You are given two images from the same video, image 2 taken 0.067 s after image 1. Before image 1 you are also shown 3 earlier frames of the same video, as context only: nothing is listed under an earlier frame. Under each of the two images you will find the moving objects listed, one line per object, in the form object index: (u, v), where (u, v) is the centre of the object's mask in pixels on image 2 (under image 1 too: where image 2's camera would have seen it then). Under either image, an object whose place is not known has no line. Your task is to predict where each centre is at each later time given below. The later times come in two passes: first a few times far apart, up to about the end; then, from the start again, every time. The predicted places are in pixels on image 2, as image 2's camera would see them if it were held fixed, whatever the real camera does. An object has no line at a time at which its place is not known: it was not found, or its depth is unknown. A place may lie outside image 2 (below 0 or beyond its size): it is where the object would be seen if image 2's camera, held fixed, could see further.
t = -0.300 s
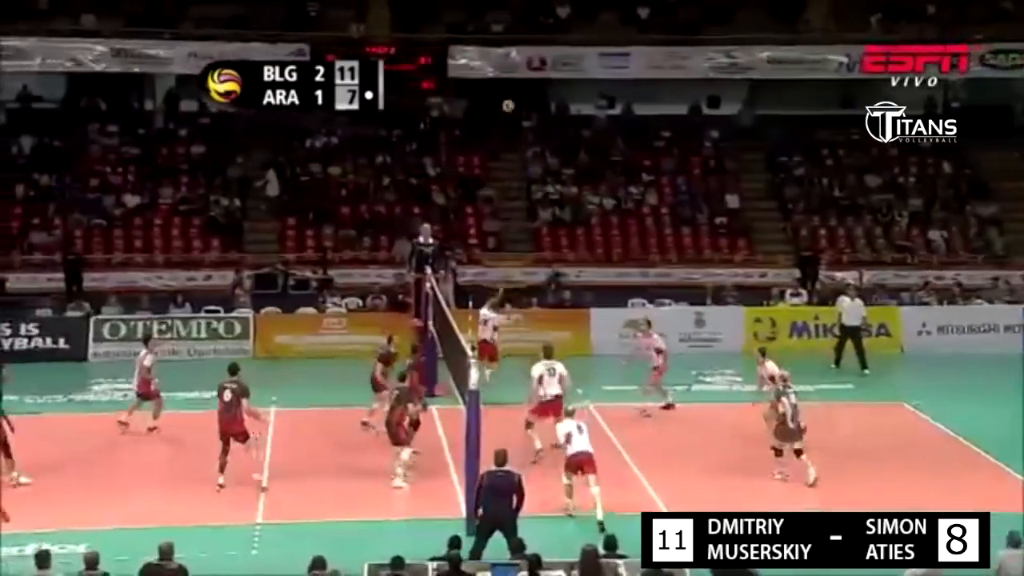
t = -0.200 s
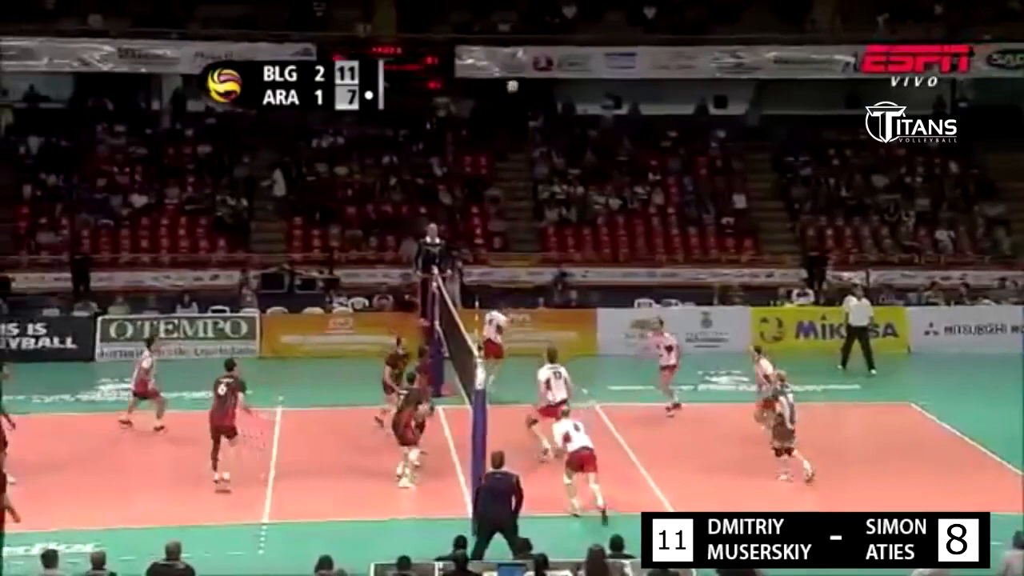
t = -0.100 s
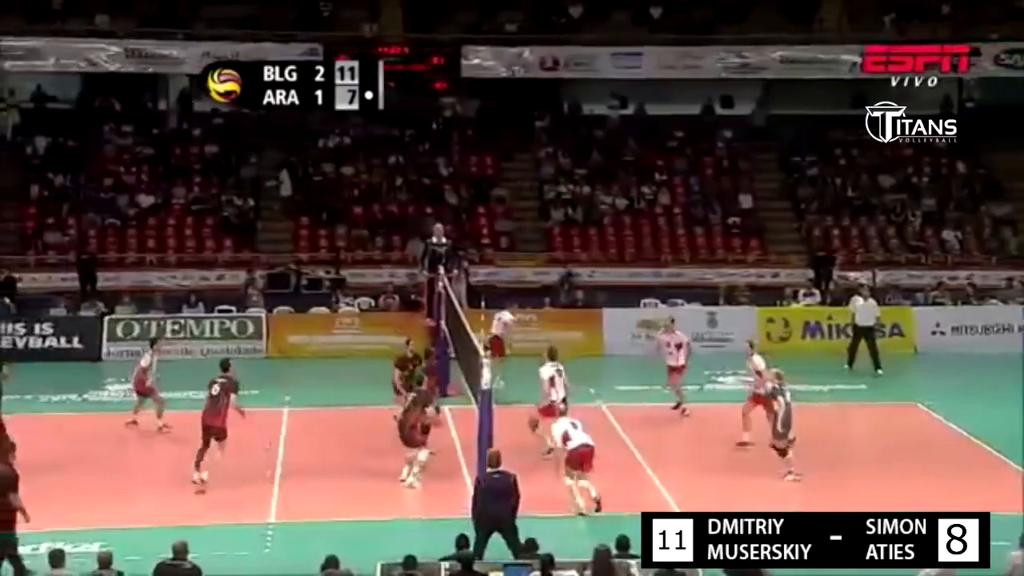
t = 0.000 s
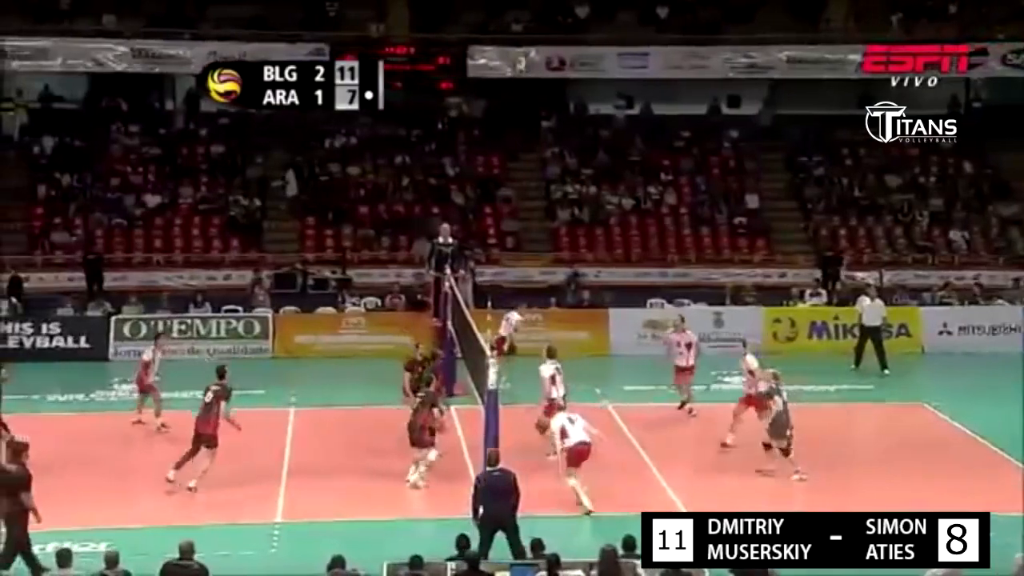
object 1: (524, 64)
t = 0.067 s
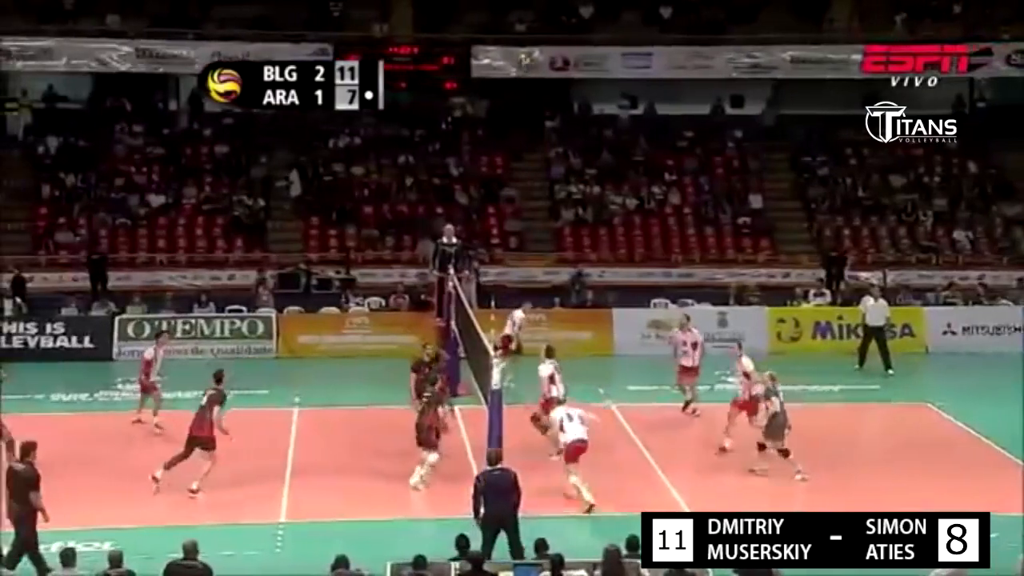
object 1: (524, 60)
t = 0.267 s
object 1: (520, 68)
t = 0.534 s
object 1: (511, 118)
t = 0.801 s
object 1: (503, 210)
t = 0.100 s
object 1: (523, 60)
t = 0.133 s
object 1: (522, 60)
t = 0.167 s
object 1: (521, 62)
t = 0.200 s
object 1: (521, 63)
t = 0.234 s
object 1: (520, 64)
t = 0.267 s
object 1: (520, 68)
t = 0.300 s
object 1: (517, 71)
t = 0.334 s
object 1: (516, 76)
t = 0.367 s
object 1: (515, 79)
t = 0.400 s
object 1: (514, 84)
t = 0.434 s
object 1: (514, 94)
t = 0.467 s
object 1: (513, 101)
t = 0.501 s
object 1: (512, 109)
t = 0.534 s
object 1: (511, 118)
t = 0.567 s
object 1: (511, 127)
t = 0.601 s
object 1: (510, 137)
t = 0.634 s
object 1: (508, 147)
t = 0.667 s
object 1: (507, 159)
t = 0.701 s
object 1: (506, 170)
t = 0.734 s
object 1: (505, 182)
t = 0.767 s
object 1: (505, 196)
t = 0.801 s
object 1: (503, 210)
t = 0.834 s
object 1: (502, 225)
